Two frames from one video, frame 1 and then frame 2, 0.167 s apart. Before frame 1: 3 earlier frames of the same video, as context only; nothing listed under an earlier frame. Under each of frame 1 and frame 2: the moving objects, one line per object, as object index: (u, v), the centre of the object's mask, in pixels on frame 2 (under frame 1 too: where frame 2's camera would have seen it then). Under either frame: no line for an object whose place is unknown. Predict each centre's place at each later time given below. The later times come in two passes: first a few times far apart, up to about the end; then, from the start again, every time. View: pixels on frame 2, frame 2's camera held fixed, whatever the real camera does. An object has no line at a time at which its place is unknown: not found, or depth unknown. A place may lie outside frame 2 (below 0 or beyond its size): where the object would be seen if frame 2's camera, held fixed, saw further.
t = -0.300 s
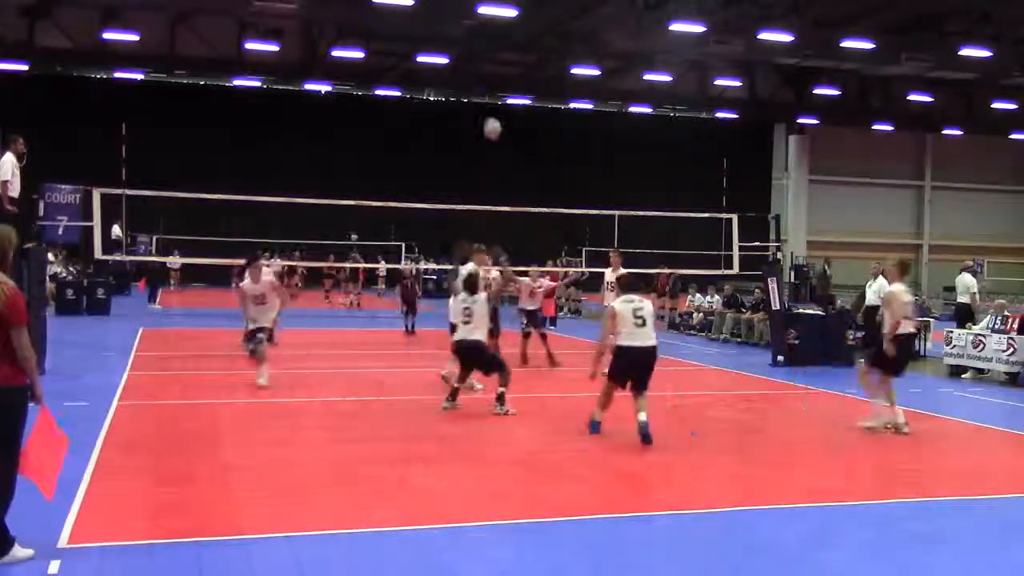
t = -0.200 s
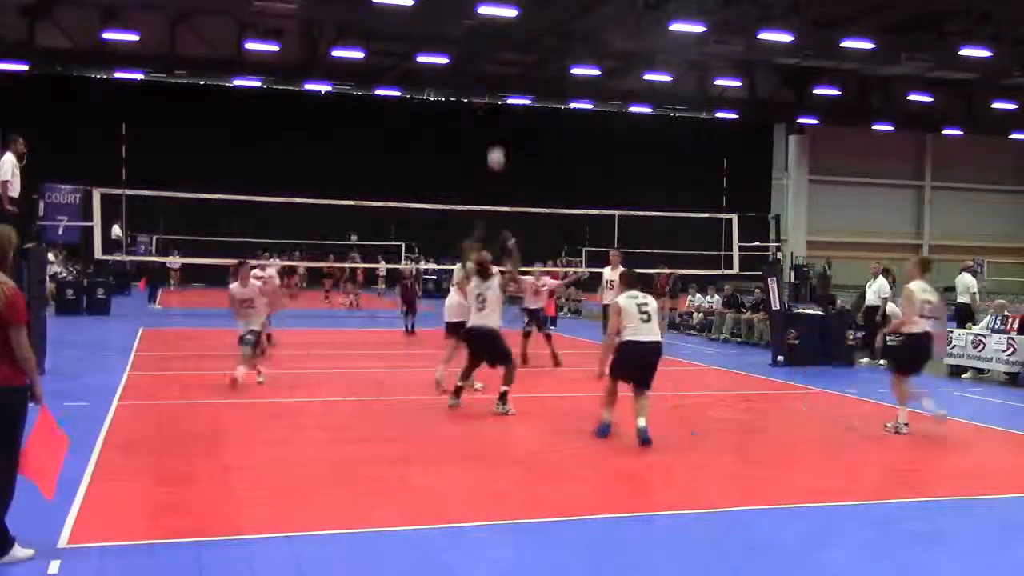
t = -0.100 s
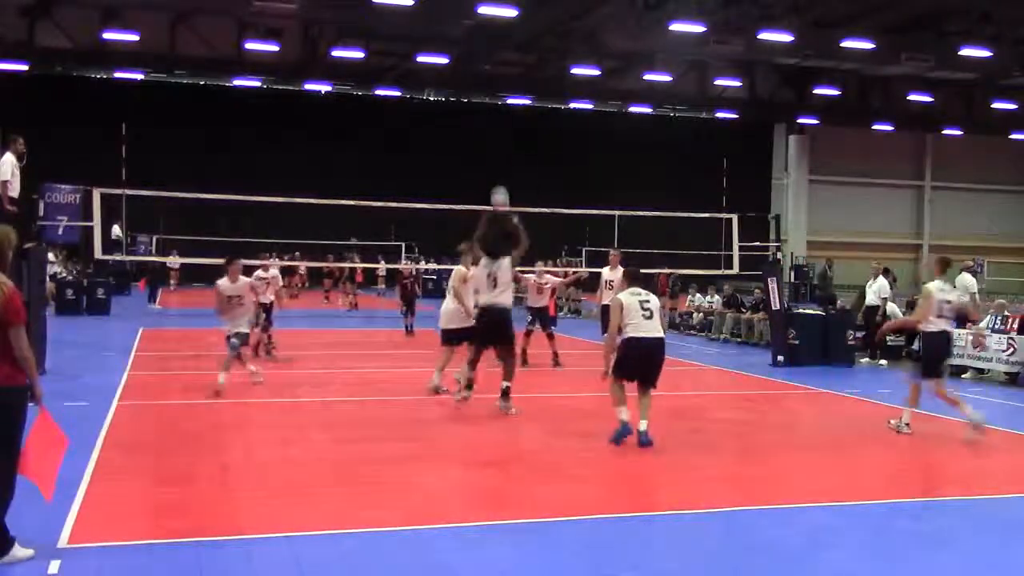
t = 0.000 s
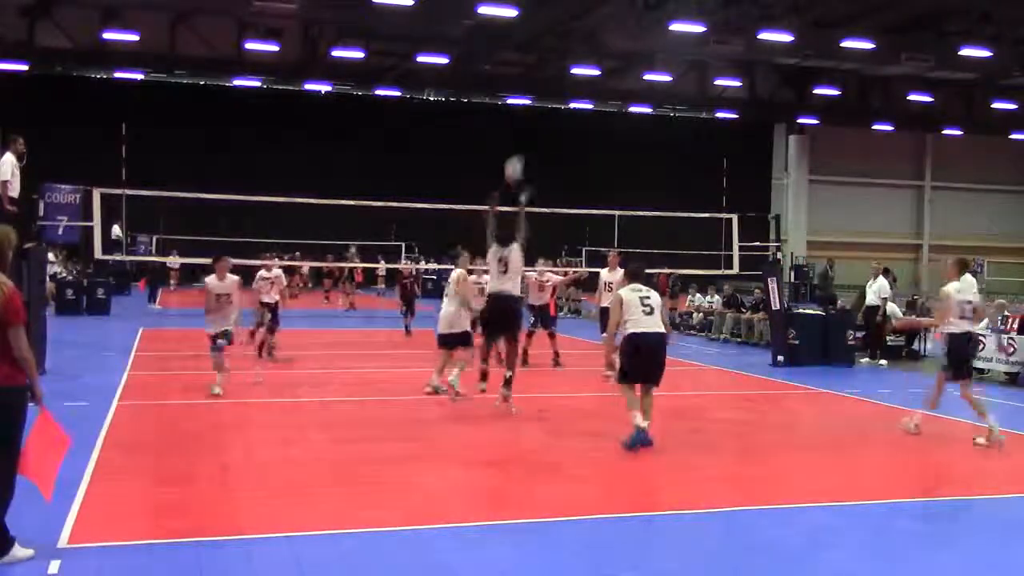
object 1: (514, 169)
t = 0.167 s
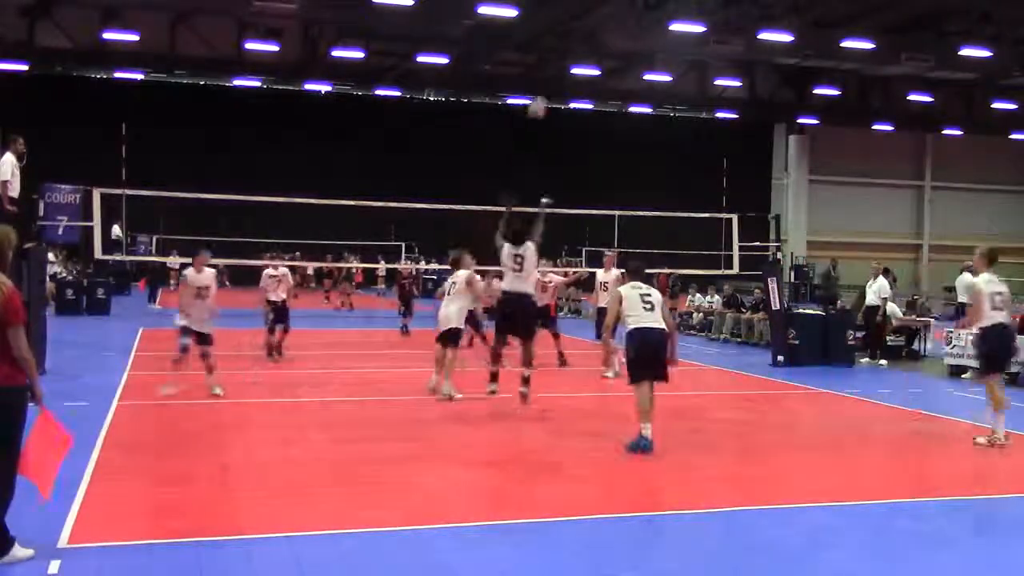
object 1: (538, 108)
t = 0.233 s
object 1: (547, 91)
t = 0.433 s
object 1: (568, 68)
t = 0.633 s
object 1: (593, 73)
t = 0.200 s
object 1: (543, 96)
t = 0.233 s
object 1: (547, 91)
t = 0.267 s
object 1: (551, 84)
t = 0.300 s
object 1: (554, 80)
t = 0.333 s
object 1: (560, 75)
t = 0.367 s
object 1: (561, 72)
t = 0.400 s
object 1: (565, 68)
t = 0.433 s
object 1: (568, 68)
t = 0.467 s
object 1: (572, 68)
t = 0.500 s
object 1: (575, 67)
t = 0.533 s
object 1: (580, 67)
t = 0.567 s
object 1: (583, 68)
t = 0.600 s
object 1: (587, 70)
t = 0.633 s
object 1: (593, 73)
